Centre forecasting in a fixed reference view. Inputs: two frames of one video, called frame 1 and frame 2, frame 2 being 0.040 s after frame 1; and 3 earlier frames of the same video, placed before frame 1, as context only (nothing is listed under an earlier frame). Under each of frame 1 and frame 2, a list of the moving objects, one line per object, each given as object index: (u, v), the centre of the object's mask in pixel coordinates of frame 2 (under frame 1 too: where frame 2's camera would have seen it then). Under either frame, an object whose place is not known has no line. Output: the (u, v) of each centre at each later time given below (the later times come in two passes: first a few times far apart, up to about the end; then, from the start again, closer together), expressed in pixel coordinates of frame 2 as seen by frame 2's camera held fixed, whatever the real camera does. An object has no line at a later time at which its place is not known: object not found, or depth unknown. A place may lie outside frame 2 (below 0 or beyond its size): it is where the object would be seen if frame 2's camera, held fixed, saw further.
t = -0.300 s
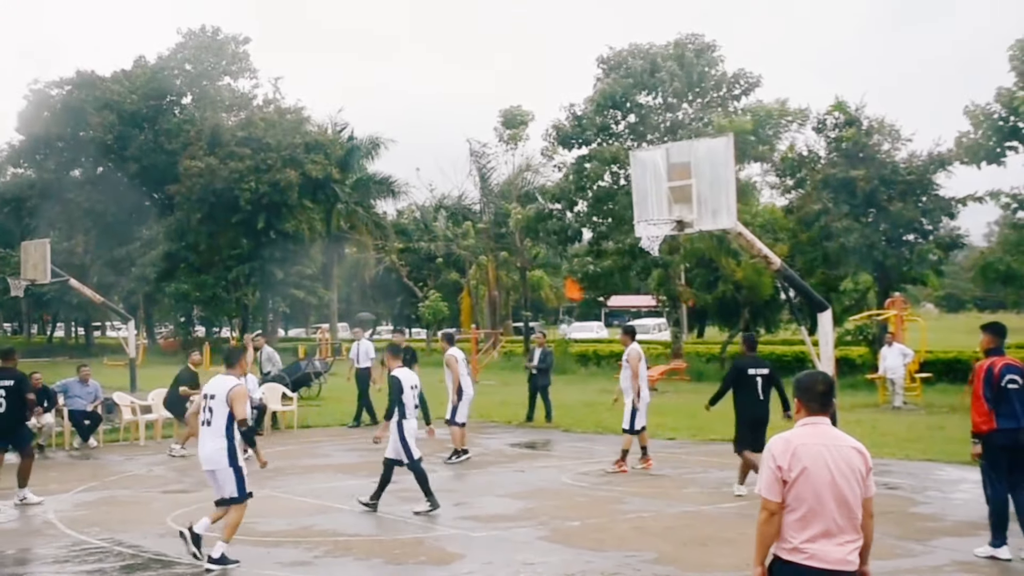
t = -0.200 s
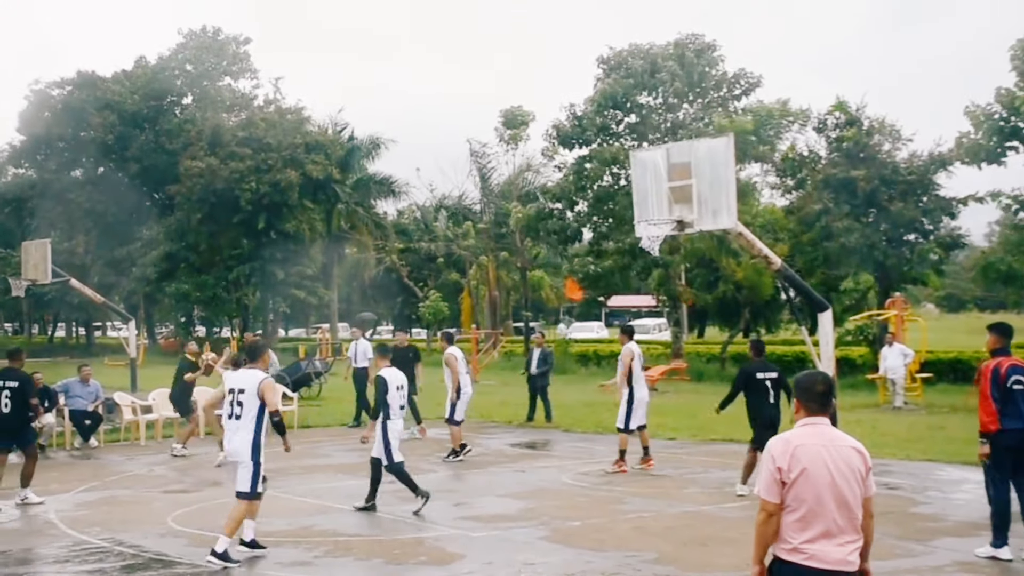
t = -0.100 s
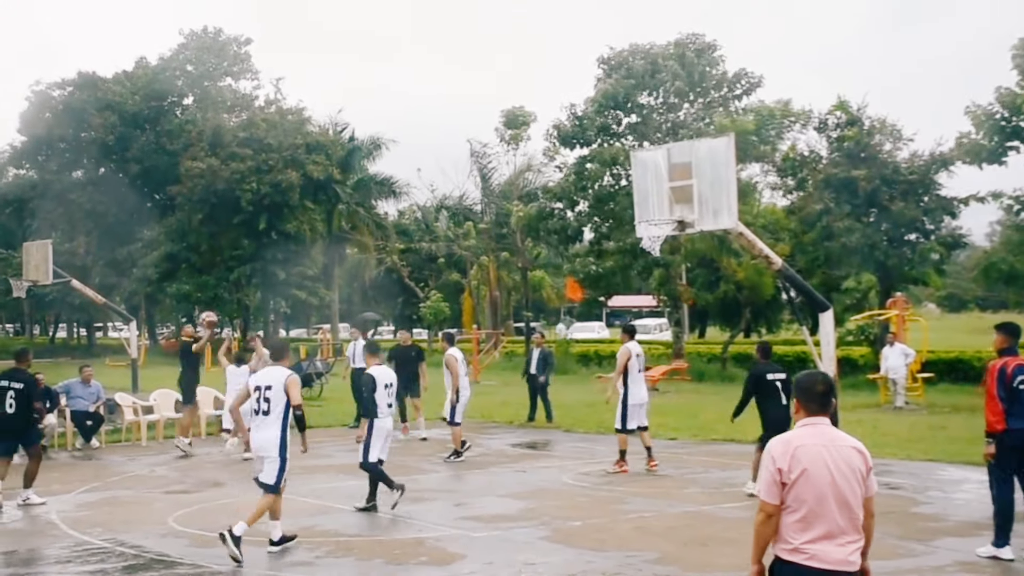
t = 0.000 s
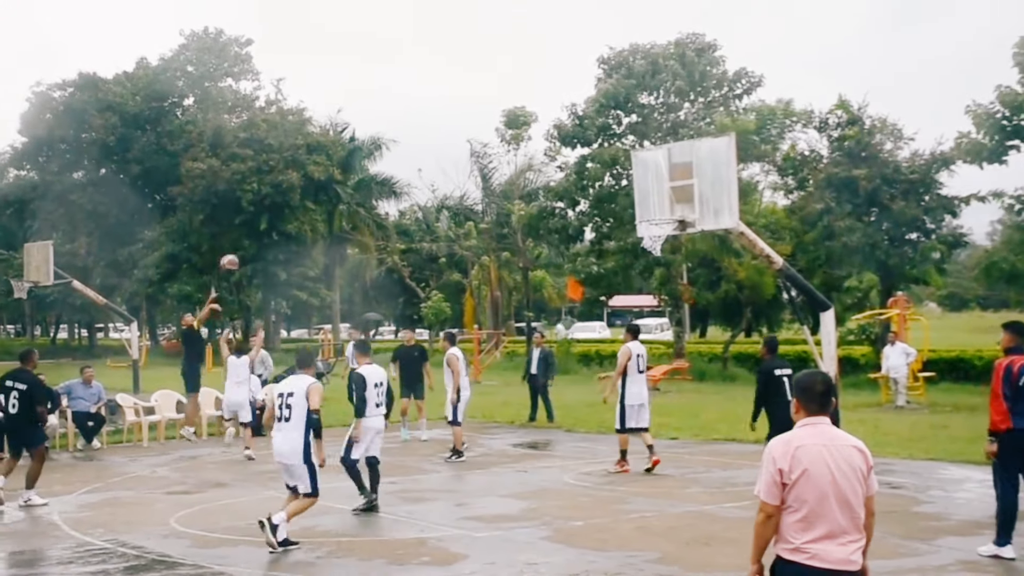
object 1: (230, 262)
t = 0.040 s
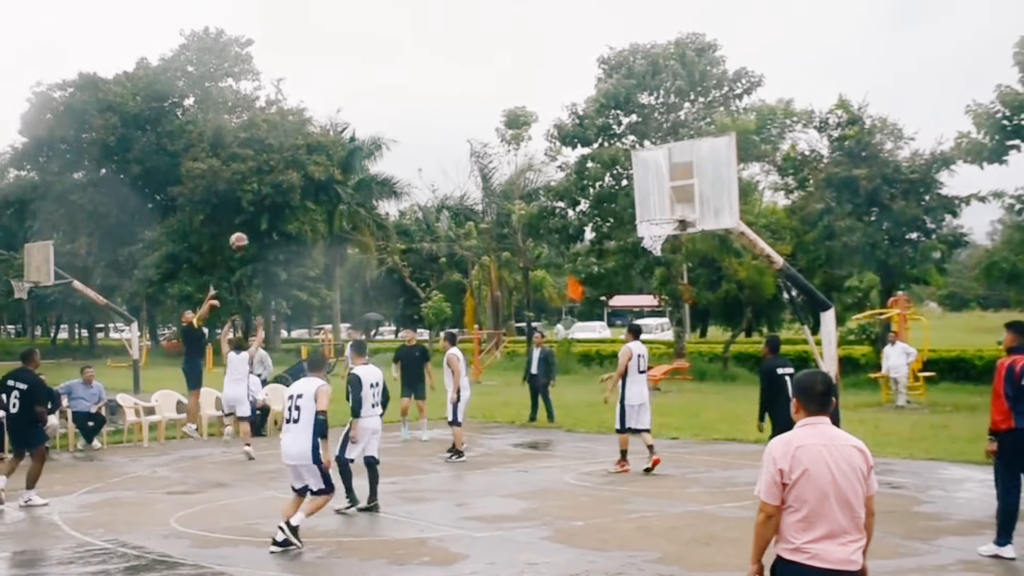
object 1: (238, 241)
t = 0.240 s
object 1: (283, 145)
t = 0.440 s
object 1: (329, 75)
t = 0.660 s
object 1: (383, 28)
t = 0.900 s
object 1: (444, 17)
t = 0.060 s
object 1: (243, 230)
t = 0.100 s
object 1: (252, 210)
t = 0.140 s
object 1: (261, 190)
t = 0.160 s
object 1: (265, 180)
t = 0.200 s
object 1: (274, 161)
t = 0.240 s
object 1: (283, 145)
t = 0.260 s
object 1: (287, 135)
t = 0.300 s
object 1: (298, 121)
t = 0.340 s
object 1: (307, 107)
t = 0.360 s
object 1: (311, 100)
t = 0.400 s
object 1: (320, 87)
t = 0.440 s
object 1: (329, 75)
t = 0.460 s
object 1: (334, 69)
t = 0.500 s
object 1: (344, 58)
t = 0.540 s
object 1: (353, 49)
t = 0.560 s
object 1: (358, 45)
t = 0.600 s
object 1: (368, 37)
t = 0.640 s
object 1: (378, 30)
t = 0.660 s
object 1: (383, 28)
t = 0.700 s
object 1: (393, 22)
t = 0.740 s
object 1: (403, 19)
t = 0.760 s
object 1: (408, 17)
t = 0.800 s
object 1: (418, 16)
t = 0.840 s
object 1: (428, 15)
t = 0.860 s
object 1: (433, 15)
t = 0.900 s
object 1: (444, 17)
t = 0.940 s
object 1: (454, 19)
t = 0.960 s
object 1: (460, 21)
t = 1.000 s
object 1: (470, 26)
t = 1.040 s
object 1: (481, 31)
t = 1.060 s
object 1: (486, 35)
